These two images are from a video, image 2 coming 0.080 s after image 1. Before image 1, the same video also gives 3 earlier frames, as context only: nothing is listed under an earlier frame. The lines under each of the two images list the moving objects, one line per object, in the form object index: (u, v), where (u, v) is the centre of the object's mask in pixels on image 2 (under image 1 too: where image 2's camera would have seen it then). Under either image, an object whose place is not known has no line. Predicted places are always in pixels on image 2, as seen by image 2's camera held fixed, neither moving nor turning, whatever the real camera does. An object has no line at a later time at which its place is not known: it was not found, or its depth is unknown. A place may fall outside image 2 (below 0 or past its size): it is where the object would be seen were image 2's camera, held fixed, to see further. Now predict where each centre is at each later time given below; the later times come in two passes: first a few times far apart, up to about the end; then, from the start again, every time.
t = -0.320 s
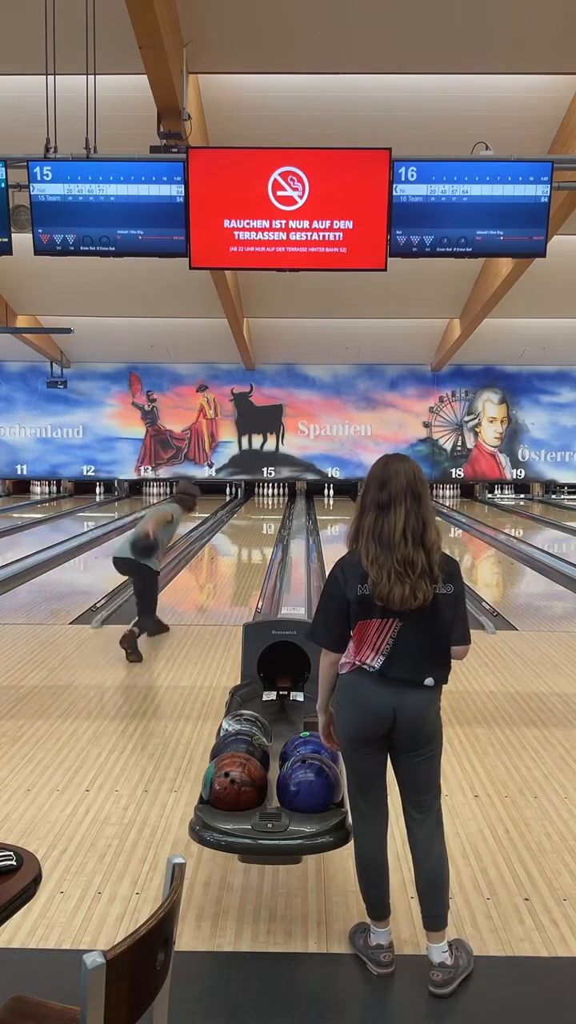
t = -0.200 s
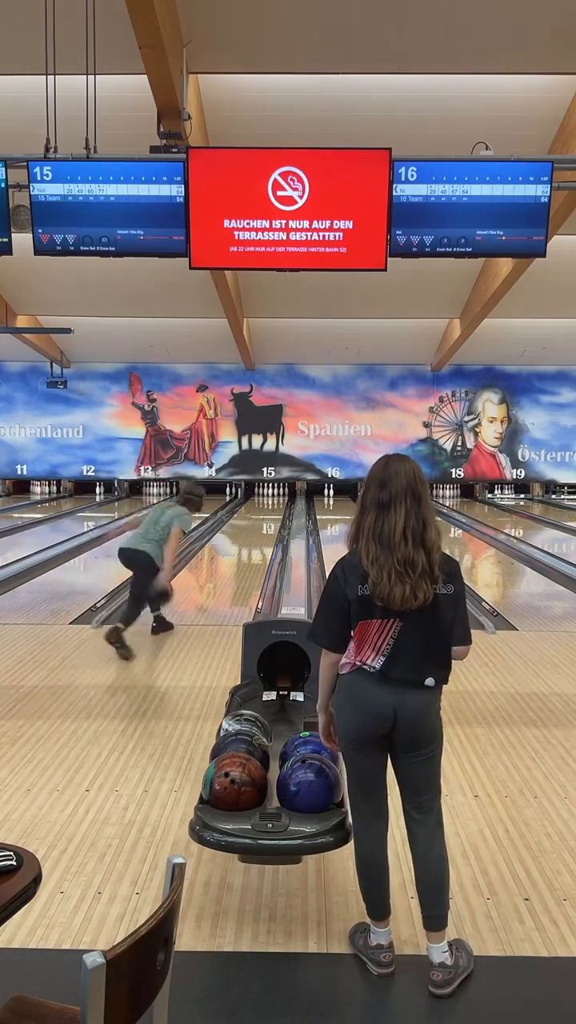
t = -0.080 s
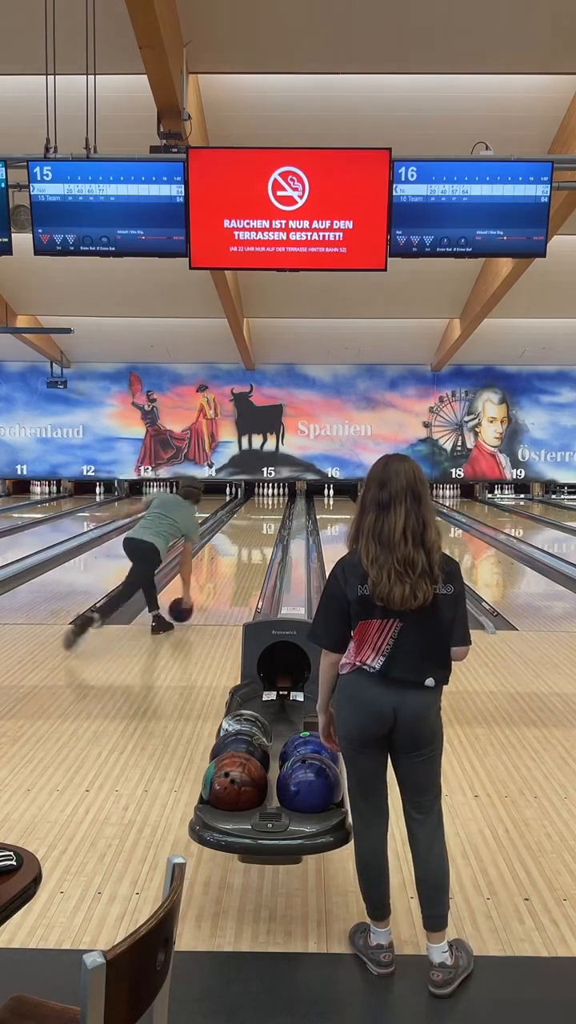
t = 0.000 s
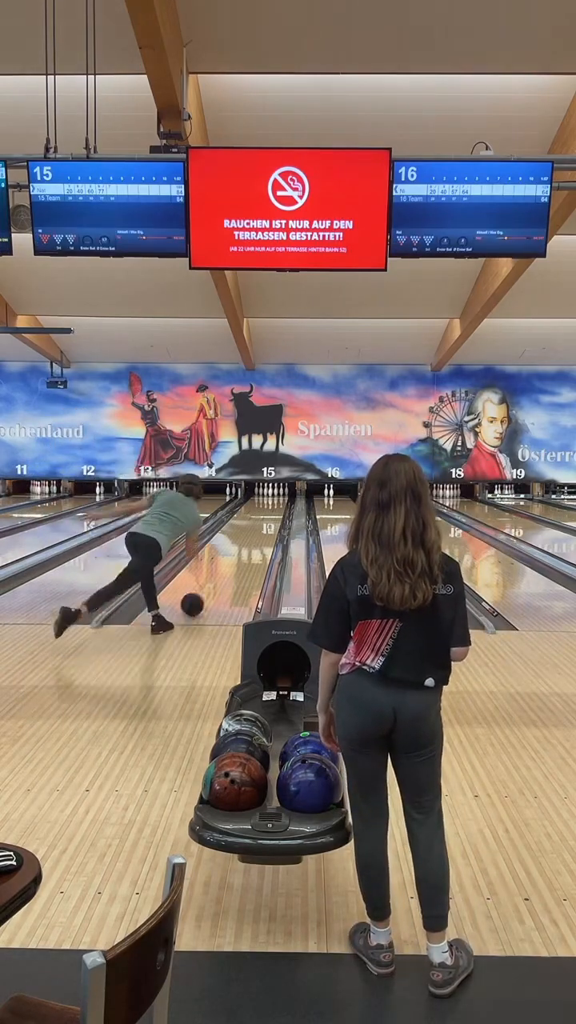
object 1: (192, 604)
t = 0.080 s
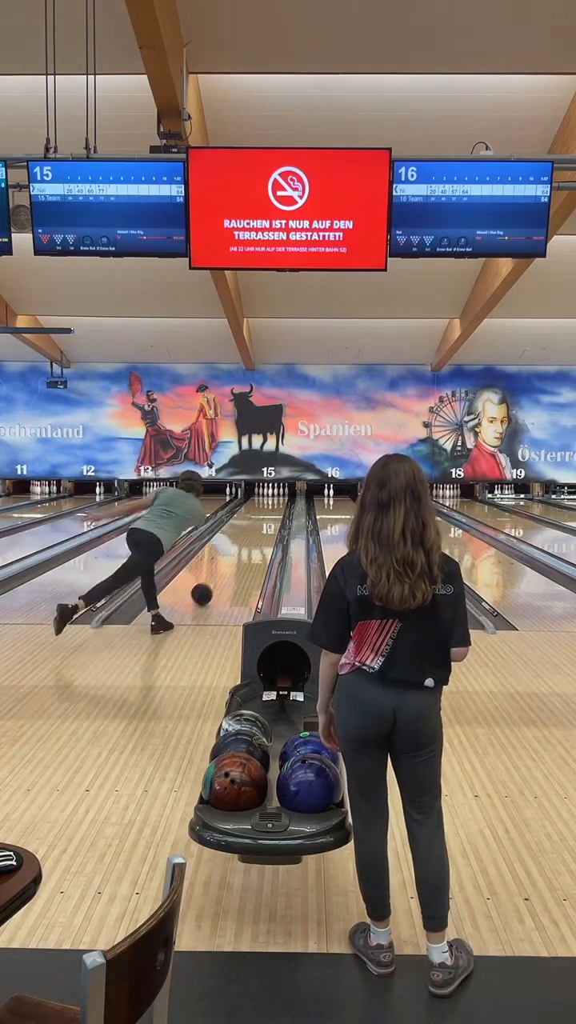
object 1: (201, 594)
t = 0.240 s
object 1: (217, 577)
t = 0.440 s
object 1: (233, 560)
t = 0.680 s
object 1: (246, 545)
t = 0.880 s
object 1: (255, 535)
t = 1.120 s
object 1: (263, 525)
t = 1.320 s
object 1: (268, 519)
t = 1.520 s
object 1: (273, 513)
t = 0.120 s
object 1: (206, 589)
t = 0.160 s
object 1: (210, 585)
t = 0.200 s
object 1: (214, 581)
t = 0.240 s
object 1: (217, 577)
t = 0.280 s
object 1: (221, 573)
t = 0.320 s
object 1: (224, 570)
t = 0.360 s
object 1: (227, 566)
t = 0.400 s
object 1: (230, 563)
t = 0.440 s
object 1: (233, 560)
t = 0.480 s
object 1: (235, 558)
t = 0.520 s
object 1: (238, 555)
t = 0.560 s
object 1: (240, 552)
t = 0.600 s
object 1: (242, 550)
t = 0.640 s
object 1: (244, 547)
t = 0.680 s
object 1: (246, 545)
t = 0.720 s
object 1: (248, 543)
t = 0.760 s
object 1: (250, 541)
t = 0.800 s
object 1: (252, 539)
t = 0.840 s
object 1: (253, 537)
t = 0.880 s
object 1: (255, 535)
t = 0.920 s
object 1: (256, 533)
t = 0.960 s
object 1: (258, 531)
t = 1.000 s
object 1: (259, 530)
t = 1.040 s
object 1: (261, 528)
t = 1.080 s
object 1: (261, 527)
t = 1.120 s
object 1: (263, 525)
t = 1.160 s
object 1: (264, 524)
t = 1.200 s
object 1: (265, 523)
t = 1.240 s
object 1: (266, 521)
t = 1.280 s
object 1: (267, 520)
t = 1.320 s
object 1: (268, 519)
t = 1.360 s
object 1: (269, 518)
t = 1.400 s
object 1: (270, 517)
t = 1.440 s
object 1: (271, 516)
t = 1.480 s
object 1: (272, 515)
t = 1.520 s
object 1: (273, 513)
